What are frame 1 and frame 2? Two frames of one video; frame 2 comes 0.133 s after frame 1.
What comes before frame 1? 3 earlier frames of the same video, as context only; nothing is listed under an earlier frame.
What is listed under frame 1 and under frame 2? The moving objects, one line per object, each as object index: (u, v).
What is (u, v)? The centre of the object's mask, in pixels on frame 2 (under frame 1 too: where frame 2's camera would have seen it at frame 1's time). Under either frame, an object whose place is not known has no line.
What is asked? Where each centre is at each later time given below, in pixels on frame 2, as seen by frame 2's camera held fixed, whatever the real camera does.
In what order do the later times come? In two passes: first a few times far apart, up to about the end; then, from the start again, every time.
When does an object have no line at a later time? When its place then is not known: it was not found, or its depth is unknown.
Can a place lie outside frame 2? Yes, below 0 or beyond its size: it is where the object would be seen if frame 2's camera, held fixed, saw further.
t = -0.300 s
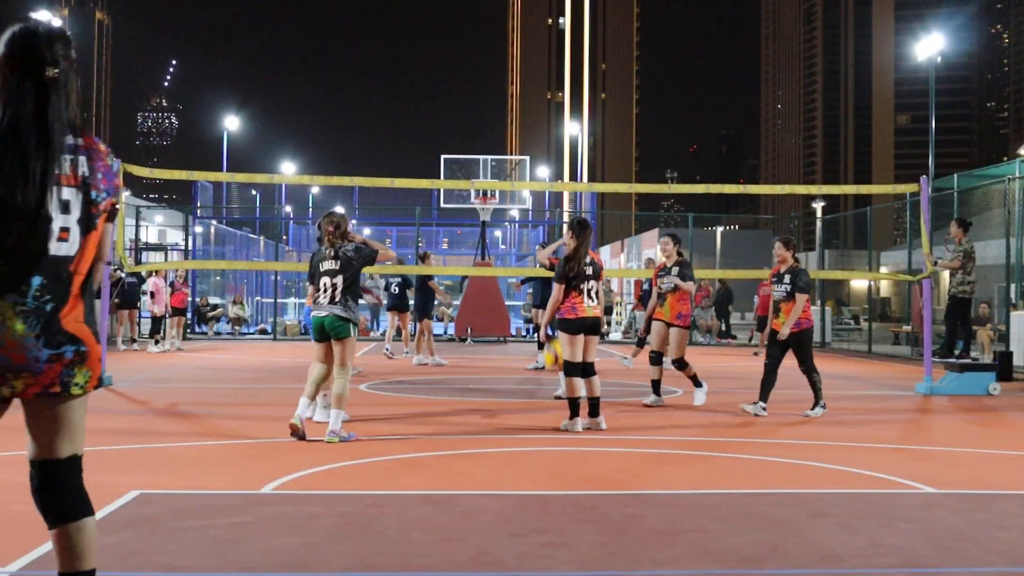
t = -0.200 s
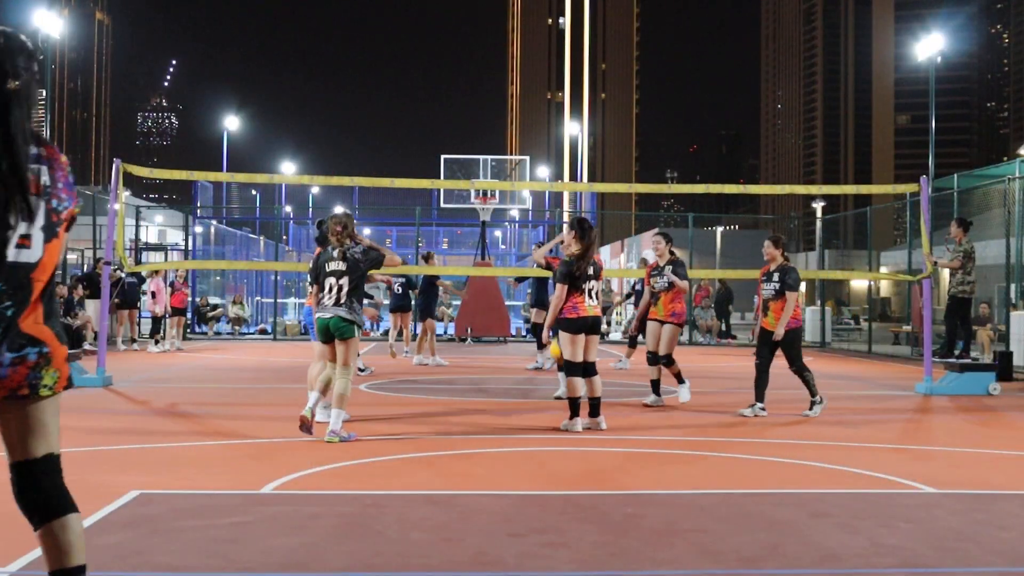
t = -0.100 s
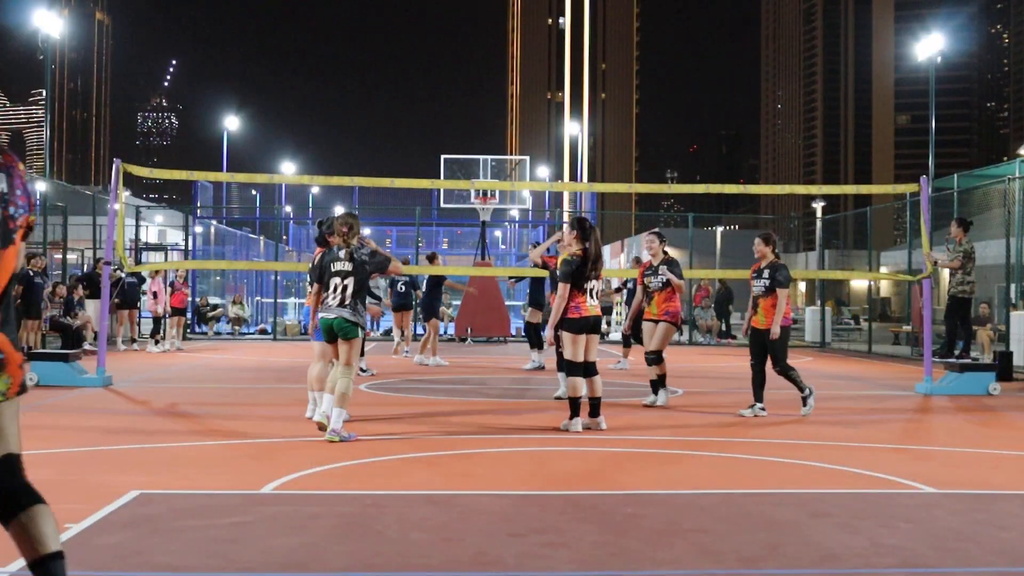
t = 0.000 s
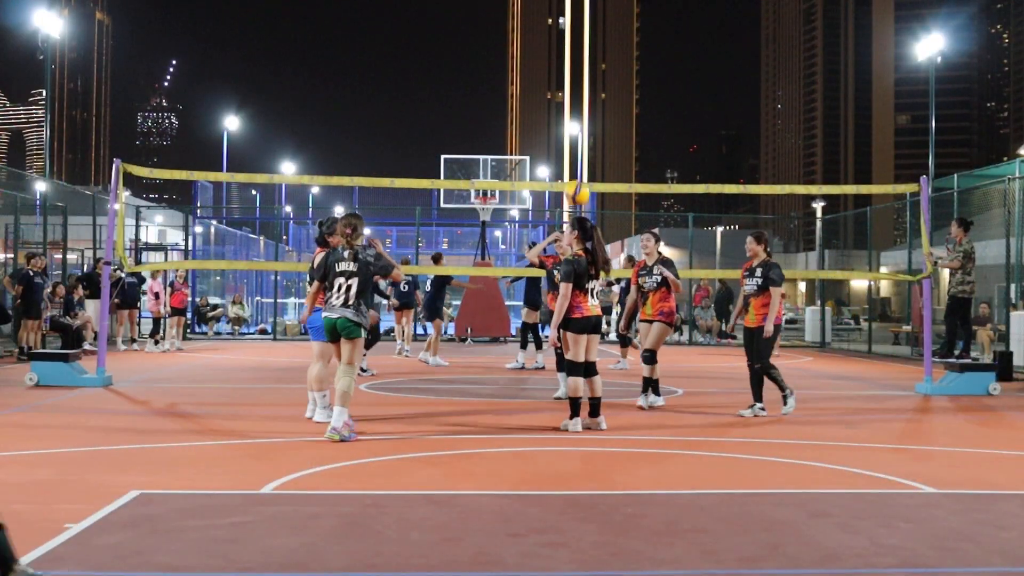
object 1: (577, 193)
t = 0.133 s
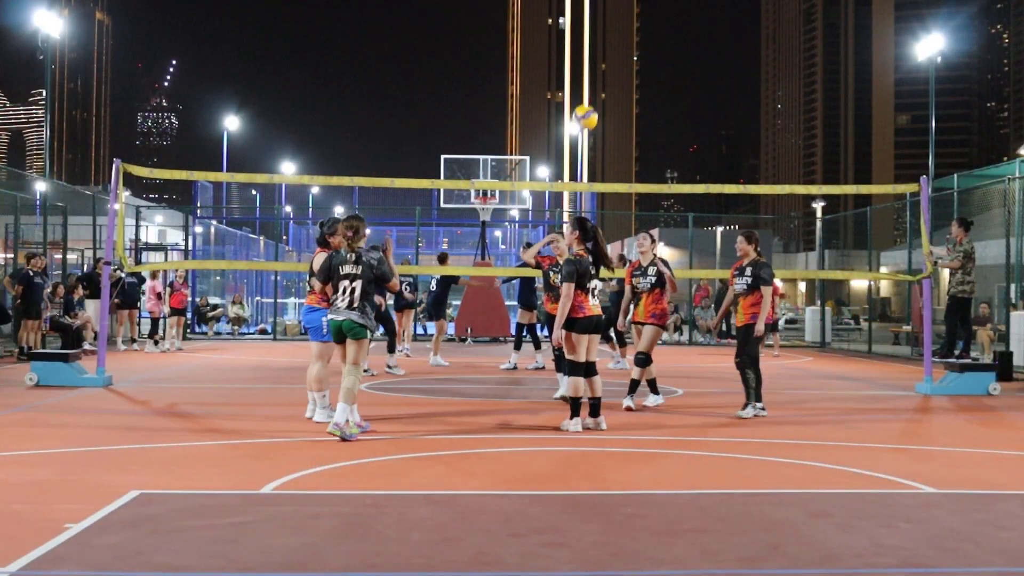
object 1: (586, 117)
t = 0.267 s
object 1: (593, 64)
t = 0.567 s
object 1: (609, 18)
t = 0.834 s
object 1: (622, 63)
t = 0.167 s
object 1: (587, 102)
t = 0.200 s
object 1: (589, 88)
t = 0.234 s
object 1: (591, 75)
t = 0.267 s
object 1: (593, 64)
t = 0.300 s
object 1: (595, 53)
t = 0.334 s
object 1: (598, 44)
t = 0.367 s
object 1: (600, 37)
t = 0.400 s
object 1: (601, 30)
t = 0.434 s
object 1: (603, 25)
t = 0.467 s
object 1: (604, 21)
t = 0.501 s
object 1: (606, 19)
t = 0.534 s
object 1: (608, 17)
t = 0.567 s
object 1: (609, 18)
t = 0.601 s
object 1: (611, 19)
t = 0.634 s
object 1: (613, 21)
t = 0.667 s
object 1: (614, 25)
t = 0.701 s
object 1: (616, 30)
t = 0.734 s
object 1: (617, 37)
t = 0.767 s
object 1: (619, 44)
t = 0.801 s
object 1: (620, 53)
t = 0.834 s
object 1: (622, 63)
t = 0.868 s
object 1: (623, 74)
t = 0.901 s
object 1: (624, 88)
